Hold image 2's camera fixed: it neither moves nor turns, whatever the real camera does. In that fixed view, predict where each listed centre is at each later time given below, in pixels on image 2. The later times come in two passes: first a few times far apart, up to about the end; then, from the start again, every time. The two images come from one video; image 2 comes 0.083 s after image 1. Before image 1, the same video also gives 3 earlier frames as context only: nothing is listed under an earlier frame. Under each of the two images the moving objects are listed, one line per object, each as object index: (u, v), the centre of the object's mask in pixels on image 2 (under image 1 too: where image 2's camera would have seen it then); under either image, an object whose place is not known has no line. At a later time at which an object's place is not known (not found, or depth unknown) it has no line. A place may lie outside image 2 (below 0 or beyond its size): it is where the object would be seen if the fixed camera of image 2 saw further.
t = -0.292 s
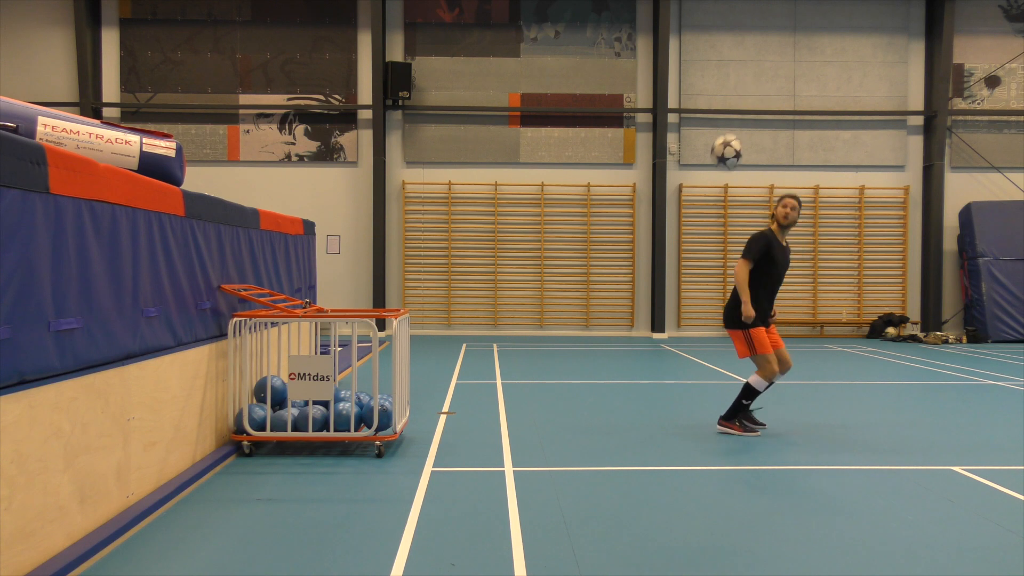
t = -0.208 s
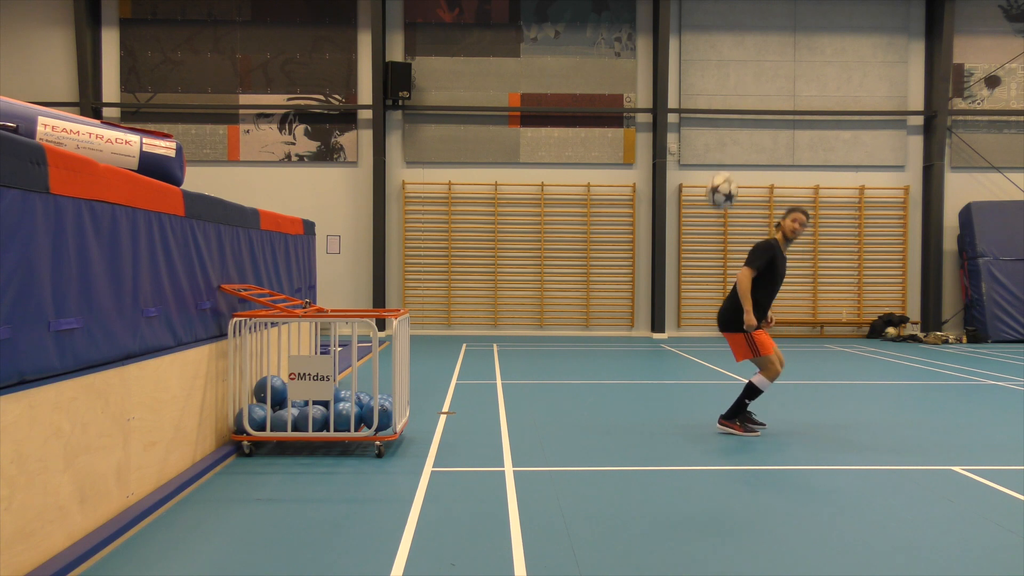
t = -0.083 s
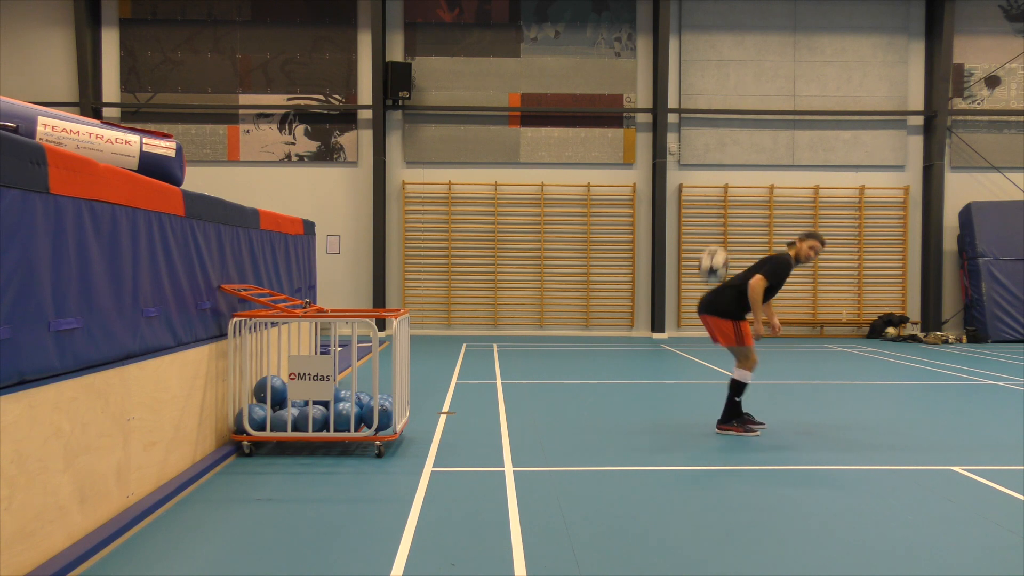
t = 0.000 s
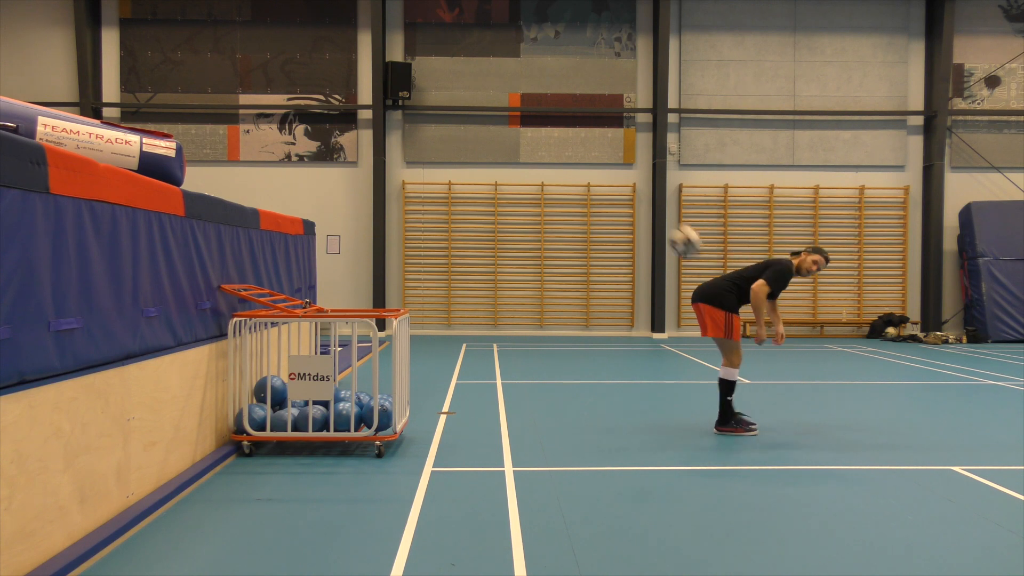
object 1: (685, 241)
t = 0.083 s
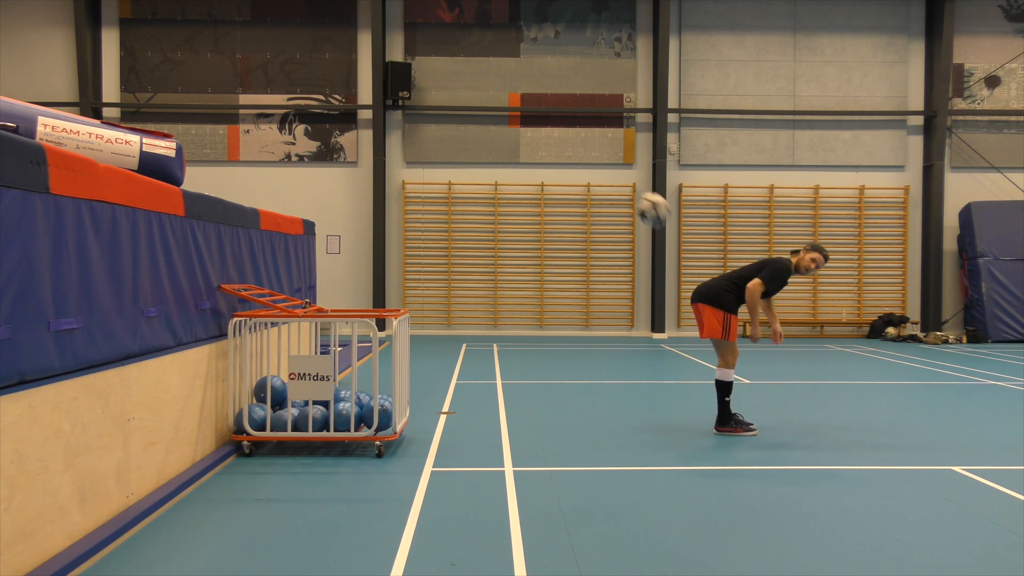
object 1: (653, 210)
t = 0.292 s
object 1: (570, 167)
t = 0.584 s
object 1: (455, 202)
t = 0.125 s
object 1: (637, 196)
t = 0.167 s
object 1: (620, 186)
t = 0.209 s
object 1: (603, 176)
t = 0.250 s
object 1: (587, 171)
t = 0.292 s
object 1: (570, 167)
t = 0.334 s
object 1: (554, 166)
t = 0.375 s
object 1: (537, 166)
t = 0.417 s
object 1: (520, 168)
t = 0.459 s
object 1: (504, 174)
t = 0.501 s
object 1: (488, 181)
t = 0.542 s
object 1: (471, 191)
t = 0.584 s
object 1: (455, 202)
